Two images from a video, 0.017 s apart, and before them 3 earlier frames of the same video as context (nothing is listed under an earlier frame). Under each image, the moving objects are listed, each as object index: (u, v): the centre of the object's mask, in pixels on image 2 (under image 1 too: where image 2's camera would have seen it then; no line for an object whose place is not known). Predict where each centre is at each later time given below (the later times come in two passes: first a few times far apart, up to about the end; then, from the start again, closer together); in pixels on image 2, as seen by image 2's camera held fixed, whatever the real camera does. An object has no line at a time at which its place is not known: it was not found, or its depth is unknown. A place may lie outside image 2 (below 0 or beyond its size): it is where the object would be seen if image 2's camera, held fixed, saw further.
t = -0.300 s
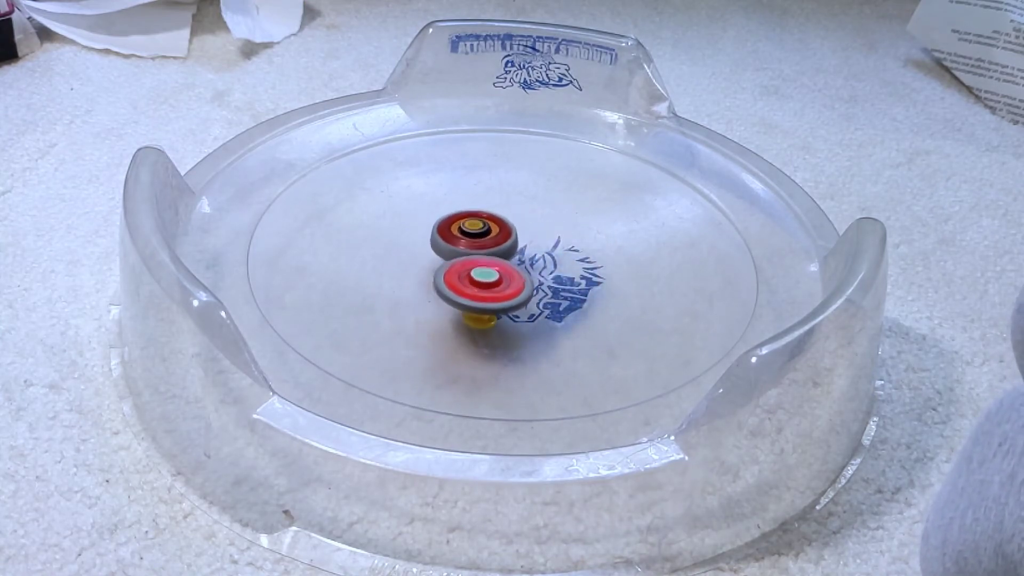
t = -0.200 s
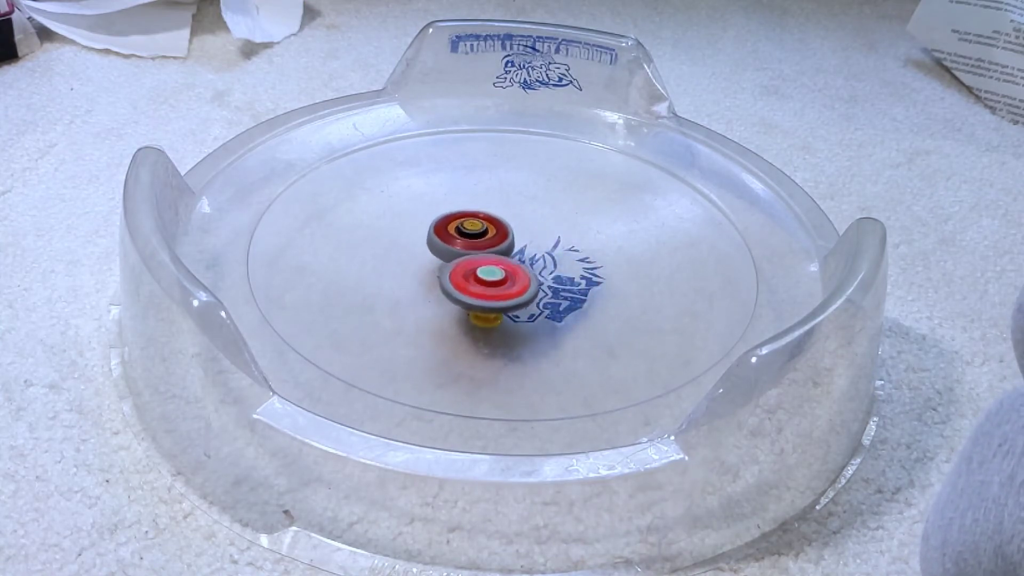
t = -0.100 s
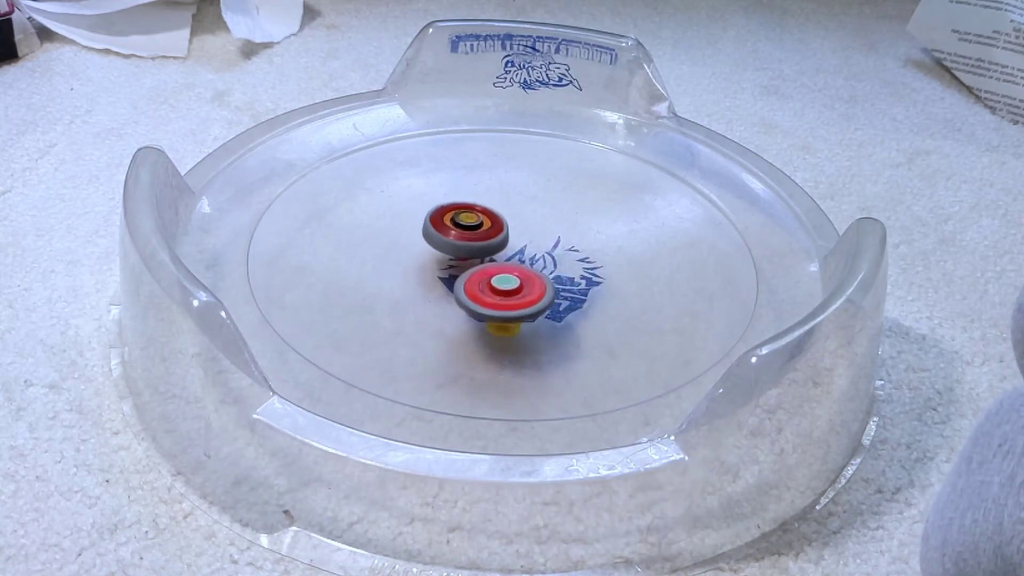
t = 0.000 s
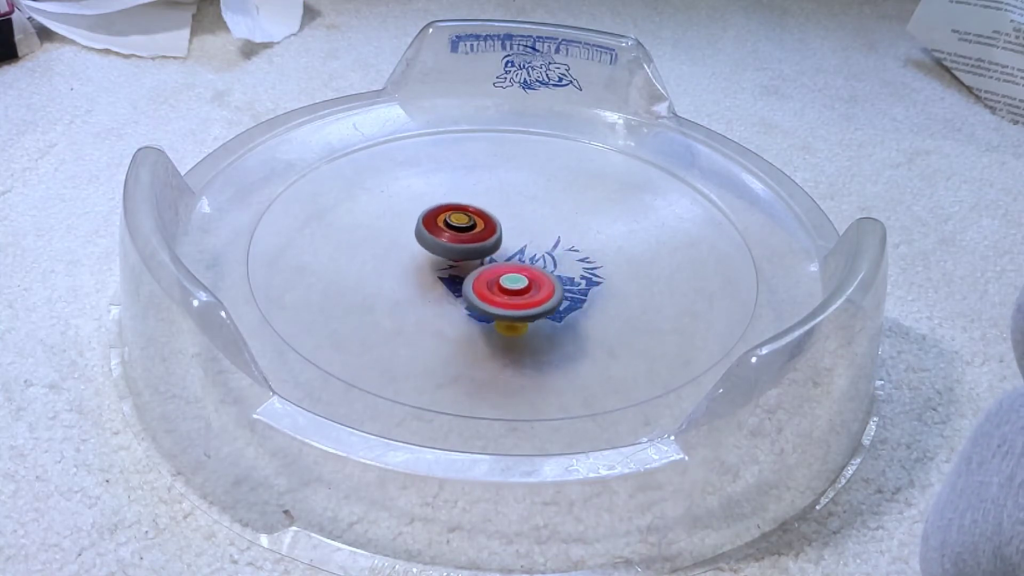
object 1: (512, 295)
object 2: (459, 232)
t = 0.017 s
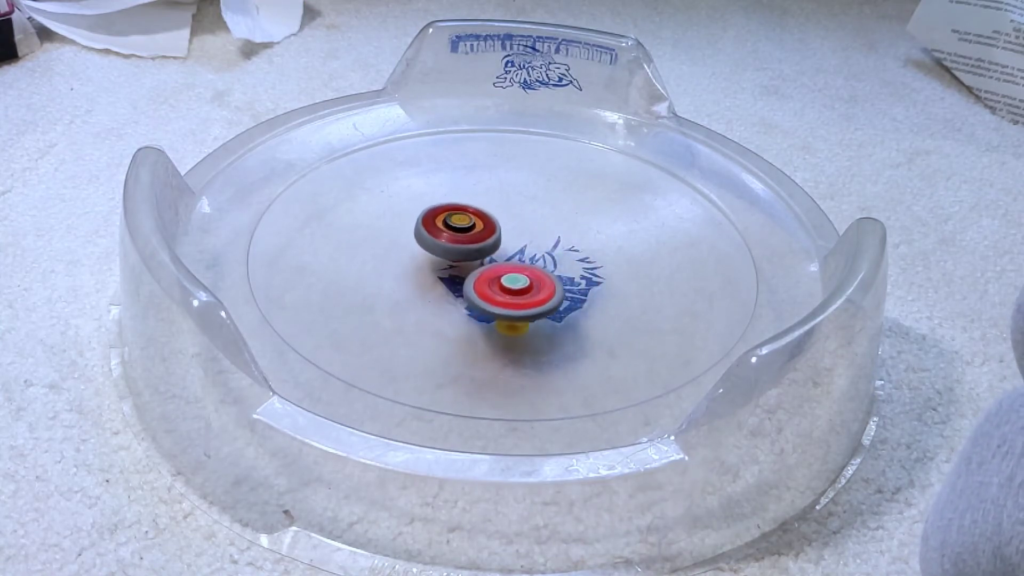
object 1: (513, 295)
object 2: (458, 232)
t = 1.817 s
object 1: (535, 230)
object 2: (481, 279)
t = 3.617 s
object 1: (464, 232)
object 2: (554, 272)
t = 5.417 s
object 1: (427, 273)
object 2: (532, 246)
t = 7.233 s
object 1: (577, 263)
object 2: (449, 242)
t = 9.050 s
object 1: (512, 228)
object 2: (514, 292)
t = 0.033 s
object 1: (514, 295)
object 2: (457, 233)
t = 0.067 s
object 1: (516, 294)
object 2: (455, 234)
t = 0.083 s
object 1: (518, 294)
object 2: (455, 234)
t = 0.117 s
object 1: (520, 293)
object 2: (454, 235)
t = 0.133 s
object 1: (521, 293)
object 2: (453, 235)
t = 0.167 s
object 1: (523, 292)
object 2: (452, 236)
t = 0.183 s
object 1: (524, 291)
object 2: (452, 237)
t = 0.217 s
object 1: (526, 290)
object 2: (451, 238)
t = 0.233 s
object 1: (526, 289)
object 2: (451, 239)
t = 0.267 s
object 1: (528, 287)
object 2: (452, 240)
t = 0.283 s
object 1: (529, 286)
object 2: (452, 241)
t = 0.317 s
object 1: (530, 284)
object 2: (452, 242)
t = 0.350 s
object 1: (530, 282)
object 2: (452, 243)
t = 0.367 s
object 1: (531, 281)
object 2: (453, 244)
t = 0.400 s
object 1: (531, 279)
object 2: (454, 245)
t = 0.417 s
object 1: (532, 278)
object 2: (454, 246)
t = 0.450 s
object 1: (536, 276)
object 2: (455, 246)
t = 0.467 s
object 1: (537, 275)
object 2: (455, 247)
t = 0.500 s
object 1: (543, 273)
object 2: (455, 246)
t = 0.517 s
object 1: (546, 272)
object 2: (455, 246)
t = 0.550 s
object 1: (549, 270)
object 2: (456, 247)
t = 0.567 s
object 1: (550, 269)
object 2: (456, 247)
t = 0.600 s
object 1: (552, 267)
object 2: (457, 248)
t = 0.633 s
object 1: (553, 265)
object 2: (458, 249)
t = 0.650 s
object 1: (554, 264)
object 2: (459, 250)
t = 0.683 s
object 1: (555, 263)
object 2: (460, 251)
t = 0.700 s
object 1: (555, 262)
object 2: (461, 251)
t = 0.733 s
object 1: (555, 260)
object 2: (463, 252)
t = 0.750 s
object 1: (558, 259)
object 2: (462, 252)
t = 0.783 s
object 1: (564, 258)
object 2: (459, 251)
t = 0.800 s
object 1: (566, 256)
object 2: (460, 252)
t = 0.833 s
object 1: (568, 254)
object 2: (460, 252)
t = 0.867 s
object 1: (569, 252)
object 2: (462, 253)
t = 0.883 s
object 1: (569, 252)
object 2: (462, 254)
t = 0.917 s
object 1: (569, 250)
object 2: (464, 255)
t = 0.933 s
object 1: (569, 250)
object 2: (465, 256)
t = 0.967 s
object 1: (570, 248)
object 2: (467, 257)
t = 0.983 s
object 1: (570, 248)
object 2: (467, 257)
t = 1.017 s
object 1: (569, 246)
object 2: (469, 258)
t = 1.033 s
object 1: (569, 246)
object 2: (471, 258)
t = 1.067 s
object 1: (568, 244)
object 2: (473, 259)
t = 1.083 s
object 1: (567, 244)
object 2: (474, 260)
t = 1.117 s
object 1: (565, 243)
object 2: (477, 260)
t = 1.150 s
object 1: (566, 241)
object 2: (476, 261)
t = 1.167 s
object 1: (565, 240)
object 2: (477, 261)
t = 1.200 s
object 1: (564, 239)
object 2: (478, 262)
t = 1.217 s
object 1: (563, 238)
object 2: (479, 262)
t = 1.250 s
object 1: (562, 237)
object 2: (479, 263)
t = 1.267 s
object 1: (561, 236)
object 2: (480, 263)
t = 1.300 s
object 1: (563, 235)
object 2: (479, 264)
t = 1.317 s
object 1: (564, 234)
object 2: (478, 264)
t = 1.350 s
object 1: (563, 232)
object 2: (479, 265)
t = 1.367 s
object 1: (563, 232)
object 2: (479, 266)
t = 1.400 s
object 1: (561, 231)
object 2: (480, 267)
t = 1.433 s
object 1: (559, 230)
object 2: (481, 267)
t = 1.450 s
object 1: (557, 230)
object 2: (482, 268)
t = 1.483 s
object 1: (553, 230)
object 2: (483, 269)
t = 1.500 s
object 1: (550, 231)
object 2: (483, 269)
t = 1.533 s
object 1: (550, 229)
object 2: (479, 272)
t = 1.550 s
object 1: (550, 228)
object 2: (477, 273)
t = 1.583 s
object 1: (549, 227)
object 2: (477, 274)
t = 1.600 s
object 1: (548, 227)
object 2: (477, 274)
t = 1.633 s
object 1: (546, 226)
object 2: (478, 275)
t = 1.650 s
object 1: (546, 226)
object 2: (478, 276)
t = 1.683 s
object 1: (544, 227)
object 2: (478, 276)
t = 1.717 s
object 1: (542, 228)
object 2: (479, 277)
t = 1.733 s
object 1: (541, 228)
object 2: (479, 277)
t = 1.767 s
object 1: (538, 229)
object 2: (479, 278)
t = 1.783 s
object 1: (537, 229)
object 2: (480, 278)
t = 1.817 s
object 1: (535, 230)
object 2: (481, 279)
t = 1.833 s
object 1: (534, 230)
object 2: (481, 279)
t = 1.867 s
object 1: (531, 231)
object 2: (482, 279)
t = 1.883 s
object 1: (530, 232)
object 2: (482, 280)
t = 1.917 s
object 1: (528, 232)
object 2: (483, 280)
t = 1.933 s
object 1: (528, 231)
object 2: (481, 283)
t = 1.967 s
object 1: (527, 230)
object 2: (479, 284)
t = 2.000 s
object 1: (525, 230)
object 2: (479, 285)
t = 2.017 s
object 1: (524, 231)
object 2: (479, 285)
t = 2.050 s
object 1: (522, 231)
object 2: (480, 286)
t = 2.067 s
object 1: (521, 232)
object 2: (480, 286)
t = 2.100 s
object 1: (519, 232)
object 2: (480, 286)
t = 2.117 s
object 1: (518, 233)
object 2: (480, 286)
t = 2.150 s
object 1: (515, 233)
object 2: (481, 286)
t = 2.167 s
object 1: (514, 233)
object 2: (481, 286)
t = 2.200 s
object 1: (512, 234)
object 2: (481, 287)
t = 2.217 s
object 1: (510, 234)
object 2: (482, 287)
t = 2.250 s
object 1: (510, 232)
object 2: (478, 292)
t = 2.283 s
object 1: (508, 231)
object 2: (477, 293)
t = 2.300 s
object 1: (507, 231)
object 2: (478, 294)
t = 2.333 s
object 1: (506, 231)
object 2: (478, 295)
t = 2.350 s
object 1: (504, 231)
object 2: (479, 296)
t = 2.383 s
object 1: (503, 231)
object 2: (481, 297)
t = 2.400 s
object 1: (502, 231)
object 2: (481, 297)
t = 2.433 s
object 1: (501, 231)
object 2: (482, 297)
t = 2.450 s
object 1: (500, 232)
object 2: (483, 297)
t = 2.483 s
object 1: (498, 232)
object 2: (484, 297)
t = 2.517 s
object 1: (496, 232)
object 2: (486, 297)
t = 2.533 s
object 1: (495, 232)
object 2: (486, 296)
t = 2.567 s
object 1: (493, 233)
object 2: (488, 296)
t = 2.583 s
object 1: (492, 233)
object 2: (488, 296)
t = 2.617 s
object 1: (490, 233)
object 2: (489, 295)
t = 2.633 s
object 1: (489, 233)
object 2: (490, 294)
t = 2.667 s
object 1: (487, 234)
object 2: (491, 293)
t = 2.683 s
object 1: (487, 234)
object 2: (491, 293)
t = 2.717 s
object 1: (485, 234)
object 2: (493, 294)
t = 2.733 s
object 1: (484, 233)
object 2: (493, 294)
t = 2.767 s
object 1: (481, 232)
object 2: (494, 294)
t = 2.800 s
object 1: (480, 232)
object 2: (495, 293)
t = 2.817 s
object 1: (479, 232)
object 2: (496, 292)
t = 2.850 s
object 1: (478, 233)
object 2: (498, 292)
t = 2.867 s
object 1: (477, 232)
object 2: (499, 291)
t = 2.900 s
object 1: (477, 232)
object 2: (500, 290)
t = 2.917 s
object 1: (476, 232)
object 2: (501, 289)
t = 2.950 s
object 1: (475, 232)
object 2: (503, 289)
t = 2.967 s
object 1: (474, 231)
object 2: (503, 289)
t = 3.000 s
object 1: (472, 231)
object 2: (505, 288)
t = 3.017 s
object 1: (472, 231)
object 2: (506, 287)
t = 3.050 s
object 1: (471, 232)
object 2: (508, 286)
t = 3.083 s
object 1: (471, 232)
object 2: (510, 286)
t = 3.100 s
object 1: (470, 230)
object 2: (513, 287)
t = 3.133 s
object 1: (467, 229)
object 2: (516, 288)
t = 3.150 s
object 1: (466, 229)
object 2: (518, 287)
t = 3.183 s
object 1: (465, 229)
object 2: (520, 286)
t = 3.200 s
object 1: (464, 229)
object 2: (521, 286)
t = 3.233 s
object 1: (464, 229)
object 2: (523, 285)
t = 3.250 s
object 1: (464, 229)
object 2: (525, 284)
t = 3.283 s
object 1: (464, 230)
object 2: (527, 283)
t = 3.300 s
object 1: (464, 230)
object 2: (528, 282)
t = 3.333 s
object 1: (464, 230)
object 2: (530, 281)
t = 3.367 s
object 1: (465, 231)
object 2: (532, 280)
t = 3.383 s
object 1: (465, 231)
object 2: (533, 279)
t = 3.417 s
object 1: (466, 232)
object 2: (535, 276)
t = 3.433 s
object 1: (466, 233)
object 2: (536, 276)
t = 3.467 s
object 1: (466, 232)
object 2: (540, 275)
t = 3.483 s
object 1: (464, 230)
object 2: (545, 277)
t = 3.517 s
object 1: (463, 231)
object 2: (549, 276)
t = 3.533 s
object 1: (463, 231)
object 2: (550, 275)
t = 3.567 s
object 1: (463, 231)
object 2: (552, 274)
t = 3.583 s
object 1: (464, 232)
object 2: (553, 273)
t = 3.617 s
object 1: (464, 232)
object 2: (554, 272)
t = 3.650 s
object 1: (465, 233)
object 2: (556, 270)
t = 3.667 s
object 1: (465, 233)
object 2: (557, 270)
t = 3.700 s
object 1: (467, 235)
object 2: (558, 268)
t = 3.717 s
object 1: (468, 235)
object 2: (558, 268)
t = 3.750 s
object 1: (470, 236)
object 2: (559, 267)
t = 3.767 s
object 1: (471, 236)
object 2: (559, 266)
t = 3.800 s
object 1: (474, 237)
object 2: (560, 265)
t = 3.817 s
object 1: (475, 237)
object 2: (560, 265)
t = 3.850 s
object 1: (473, 237)
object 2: (564, 264)
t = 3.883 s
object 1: (475, 238)
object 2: (565, 264)
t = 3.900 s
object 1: (474, 238)
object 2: (565, 264)
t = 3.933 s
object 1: (476, 238)
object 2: (566, 263)
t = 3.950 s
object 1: (476, 239)
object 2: (566, 262)
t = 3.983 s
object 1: (477, 239)
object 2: (567, 261)
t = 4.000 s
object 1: (477, 239)
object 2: (567, 261)
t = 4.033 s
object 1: (477, 240)
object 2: (567, 260)
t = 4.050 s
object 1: (478, 240)
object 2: (567, 260)
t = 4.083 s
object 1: (477, 240)
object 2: (568, 260)
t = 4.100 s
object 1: (477, 240)
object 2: (568, 260)
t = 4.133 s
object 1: (477, 241)
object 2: (568, 259)
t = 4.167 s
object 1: (477, 242)
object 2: (568, 259)
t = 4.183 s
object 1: (477, 242)
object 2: (568, 258)
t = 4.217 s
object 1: (475, 243)
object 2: (569, 258)
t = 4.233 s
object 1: (474, 243)
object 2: (569, 258)
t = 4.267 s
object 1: (474, 244)
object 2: (569, 258)
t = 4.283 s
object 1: (474, 245)
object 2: (569, 257)
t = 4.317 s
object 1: (475, 246)
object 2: (569, 257)
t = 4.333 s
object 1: (475, 246)
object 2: (568, 257)
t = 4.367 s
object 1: (475, 247)
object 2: (568, 256)
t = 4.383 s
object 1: (471, 247)
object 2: (572, 257)
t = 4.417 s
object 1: (464, 247)
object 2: (575, 257)
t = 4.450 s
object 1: (461, 249)
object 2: (575, 256)
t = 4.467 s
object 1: (460, 249)
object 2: (575, 256)
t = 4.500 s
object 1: (459, 250)
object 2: (575, 255)
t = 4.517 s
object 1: (458, 250)
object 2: (574, 255)
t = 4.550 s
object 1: (457, 250)
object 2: (574, 254)
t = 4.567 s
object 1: (456, 251)
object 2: (573, 254)
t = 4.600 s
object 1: (455, 251)
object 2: (572, 254)
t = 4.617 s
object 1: (454, 251)
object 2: (571, 254)
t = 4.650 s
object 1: (454, 252)
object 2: (569, 254)
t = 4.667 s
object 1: (453, 252)
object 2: (568, 254)
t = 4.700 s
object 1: (453, 253)
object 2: (565, 254)
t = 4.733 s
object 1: (452, 253)
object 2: (562, 254)
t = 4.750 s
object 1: (452, 253)
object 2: (561, 254)
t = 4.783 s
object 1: (452, 254)
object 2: (558, 254)
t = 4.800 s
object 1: (452, 254)
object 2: (556, 254)
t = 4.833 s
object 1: (452, 255)
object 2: (552, 254)
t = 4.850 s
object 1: (452, 255)
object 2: (551, 254)
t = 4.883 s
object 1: (454, 255)
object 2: (547, 254)
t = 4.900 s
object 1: (454, 255)
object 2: (546, 254)
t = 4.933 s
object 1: (444, 256)
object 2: (552, 253)
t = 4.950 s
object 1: (443, 257)
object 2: (553, 253)
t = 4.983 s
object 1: (441, 258)
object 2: (551, 254)
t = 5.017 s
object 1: (440, 259)
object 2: (548, 253)
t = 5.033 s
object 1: (440, 259)
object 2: (547, 253)
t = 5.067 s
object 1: (439, 260)
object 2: (544, 253)
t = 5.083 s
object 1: (439, 260)
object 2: (542, 253)
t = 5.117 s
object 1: (439, 261)
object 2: (539, 252)
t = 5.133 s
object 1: (439, 261)
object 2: (538, 252)
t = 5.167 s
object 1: (440, 262)
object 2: (534, 252)
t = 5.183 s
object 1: (440, 262)
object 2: (533, 252)
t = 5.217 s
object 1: (441, 263)
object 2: (530, 251)
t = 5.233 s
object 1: (441, 263)
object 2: (528, 251)
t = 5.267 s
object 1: (436, 265)
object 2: (530, 250)
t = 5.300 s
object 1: (427, 268)
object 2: (536, 248)
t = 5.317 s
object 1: (426, 269)
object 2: (536, 248)
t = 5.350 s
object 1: (425, 271)
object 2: (535, 248)
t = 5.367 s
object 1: (425, 271)
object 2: (535, 247)
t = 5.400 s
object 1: (426, 272)
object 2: (533, 247)
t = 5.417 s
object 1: (427, 273)
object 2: (532, 246)
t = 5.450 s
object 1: (427, 274)
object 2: (531, 246)
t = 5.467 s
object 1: (428, 274)
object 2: (529, 245)
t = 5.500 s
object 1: (429, 274)
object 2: (528, 244)
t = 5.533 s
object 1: (431, 275)
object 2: (526, 244)
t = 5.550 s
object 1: (432, 275)
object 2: (524, 243)
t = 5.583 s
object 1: (436, 275)
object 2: (523, 243)
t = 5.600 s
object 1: (437, 275)
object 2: (522, 242)
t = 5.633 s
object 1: (442, 275)
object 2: (519, 242)
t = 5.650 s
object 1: (444, 275)
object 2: (518, 242)
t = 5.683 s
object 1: (447, 274)
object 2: (517, 241)
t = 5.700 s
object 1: (449, 274)
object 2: (516, 240)
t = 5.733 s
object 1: (453, 273)
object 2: (515, 239)
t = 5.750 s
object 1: (446, 276)
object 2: (518, 236)
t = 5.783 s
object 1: (435, 281)
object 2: (529, 228)
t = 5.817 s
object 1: (433, 284)
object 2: (535, 224)
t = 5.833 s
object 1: (434, 284)
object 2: (535, 223)
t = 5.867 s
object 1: (435, 285)
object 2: (533, 221)
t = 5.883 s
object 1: (436, 286)
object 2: (532, 220)
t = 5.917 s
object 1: (438, 286)
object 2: (530, 219)
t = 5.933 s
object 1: (438, 287)
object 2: (530, 218)
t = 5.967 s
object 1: (440, 287)
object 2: (528, 218)
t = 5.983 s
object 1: (441, 288)
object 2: (527, 217)
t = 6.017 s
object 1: (444, 288)
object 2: (526, 217)
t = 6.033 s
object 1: (445, 288)
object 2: (525, 217)
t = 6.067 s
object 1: (447, 288)
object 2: (523, 216)
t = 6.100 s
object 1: (450, 288)
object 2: (522, 216)
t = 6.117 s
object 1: (452, 288)
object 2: (522, 216)
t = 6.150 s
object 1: (455, 288)
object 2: (520, 216)
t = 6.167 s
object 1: (457, 288)
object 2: (520, 216)
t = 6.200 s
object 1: (460, 287)
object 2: (518, 215)
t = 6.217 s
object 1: (462, 287)
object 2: (518, 215)
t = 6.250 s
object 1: (466, 286)
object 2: (517, 215)
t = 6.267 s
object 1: (468, 286)
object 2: (516, 215)
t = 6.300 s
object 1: (472, 285)
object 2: (514, 216)
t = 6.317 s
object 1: (474, 285)
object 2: (513, 216)
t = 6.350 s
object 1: (478, 283)
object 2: (512, 216)
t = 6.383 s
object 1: (482, 282)
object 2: (510, 217)
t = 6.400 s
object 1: (484, 281)
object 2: (509, 217)
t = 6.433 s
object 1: (488, 280)
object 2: (507, 218)
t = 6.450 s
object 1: (490, 280)
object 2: (506, 218)
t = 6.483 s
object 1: (496, 278)
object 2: (503, 218)
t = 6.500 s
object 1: (498, 277)
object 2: (502, 219)
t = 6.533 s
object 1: (503, 275)
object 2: (500, 219)
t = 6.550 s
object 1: (506, 274)
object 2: (499, 219)
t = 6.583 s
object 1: (511, 273)
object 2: (496, 220)
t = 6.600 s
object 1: (514, 272)
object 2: (494, 220)
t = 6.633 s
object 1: (522, 278)
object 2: (492, 217)
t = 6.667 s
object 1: (530, 281)
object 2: (490, 214)
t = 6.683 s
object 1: (534, 281)
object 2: (490, 214)
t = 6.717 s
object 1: (542, 281)
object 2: (487, 215)
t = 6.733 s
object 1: (546, 281)
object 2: (485, 215)
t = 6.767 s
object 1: (553, 281)
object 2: (482, 216)
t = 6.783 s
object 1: (556, 280)
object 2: (481, 216)
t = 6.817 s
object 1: (562, 280)
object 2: (478, 217)
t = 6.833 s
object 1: (565, 279)
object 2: (476, 218)
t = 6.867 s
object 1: (571, 278)
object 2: (473, 219)
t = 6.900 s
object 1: (575, 277)
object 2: (469, 220)
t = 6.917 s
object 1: (577, 277)
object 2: (468, 221)
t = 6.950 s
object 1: (580, 275)
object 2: (464, 223)
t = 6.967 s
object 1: (582, 274)
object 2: (463, 224)
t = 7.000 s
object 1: (583, 273)
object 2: (460, 226)
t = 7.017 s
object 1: (584, 273)
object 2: (459, 227)
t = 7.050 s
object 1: (585, 271)
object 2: (456, 229)
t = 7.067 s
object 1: (585, 271)
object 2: (456, 230)
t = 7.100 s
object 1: (584, 269)
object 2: (454, 232)
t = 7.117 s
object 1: (584, 269)
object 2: (453, 233)
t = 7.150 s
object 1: (583, 267)
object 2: (452, 236)
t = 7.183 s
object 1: (581, 265)
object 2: (450, 238)
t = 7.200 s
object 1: (580, 265)
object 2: (450, 239)
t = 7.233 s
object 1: (577, 263)
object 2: (449, 242)
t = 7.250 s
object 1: (575, 262)
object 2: (448, 243)
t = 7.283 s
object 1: (571, 261)
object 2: (448, 245)
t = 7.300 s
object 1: (568, 260)
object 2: (448, 247)
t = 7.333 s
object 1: (563, 259)
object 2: (448, 249)
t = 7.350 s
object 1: (561, 258)
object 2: (448, 250)
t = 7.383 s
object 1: (555, 257)
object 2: (447, 252)
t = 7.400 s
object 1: (552, 257)
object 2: (447, 253)
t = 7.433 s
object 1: (546, 256)
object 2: (447, 256)
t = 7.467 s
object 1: (541, 255)
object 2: (446, 258)
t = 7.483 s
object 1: (542, 253)
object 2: (442, 258)
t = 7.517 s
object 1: (540, 251)
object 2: (439, 260)
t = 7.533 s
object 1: (538, 250)
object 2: (439, 261)
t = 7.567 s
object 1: (534, 249)
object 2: (438, 263)
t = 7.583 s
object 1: (532, 248)
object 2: (438, 264)
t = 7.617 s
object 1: (528, 248)
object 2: (437, 266)
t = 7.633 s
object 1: (525, 247)
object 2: (437, 267)
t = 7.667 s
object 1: (521, 247)
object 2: (437, 269)
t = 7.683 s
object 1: (519, 246)
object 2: (437, 270)
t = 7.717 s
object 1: (515, 245)
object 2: (436, 272)
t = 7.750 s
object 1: (514, 244)
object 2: (434, 274)
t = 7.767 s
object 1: (513, 243)
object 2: (434, 275)
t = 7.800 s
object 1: (510, 242)
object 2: (434, 277)
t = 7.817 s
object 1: (509, 241)
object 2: (434, 278)
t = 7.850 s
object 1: (506, 240)
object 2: (434, 279)
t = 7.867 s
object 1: (504, 240)
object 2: (434, 280)
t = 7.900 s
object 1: (501, 240)
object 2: (435, 281)
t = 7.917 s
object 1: (500, 240)
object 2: (436, 281)
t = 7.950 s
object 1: (497, 239)
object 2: (437, 282)
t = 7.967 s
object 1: (496, 239)
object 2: (437, 283)
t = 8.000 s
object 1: (494, 239)
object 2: (438, 283)
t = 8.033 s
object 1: (492, 239)
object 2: (440, 284)
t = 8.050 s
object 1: (491, 239)
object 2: (440, 284)
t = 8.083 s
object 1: (489, 239)
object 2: (441, 285)
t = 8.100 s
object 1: (488, 239)
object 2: (441, 286)
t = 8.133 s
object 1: (488, 237)
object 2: (441, 287)
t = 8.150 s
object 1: (487, 237)
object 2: (441, 287)
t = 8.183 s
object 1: (486, 236)
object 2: (442, 288)
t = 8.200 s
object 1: (486, 236)
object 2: (443, 288)
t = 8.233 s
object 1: (485, 235)
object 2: (444, 288)
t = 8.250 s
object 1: (484, 235)
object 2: (445, 289)
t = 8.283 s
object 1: (484, 235)
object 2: (446, 289)
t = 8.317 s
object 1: (483, 235)
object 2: (448, 289)
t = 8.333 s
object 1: (483, 236)
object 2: (449, 289)
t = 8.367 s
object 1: (483, 236)
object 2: (450, 290)
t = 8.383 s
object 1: (483, 236)
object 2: (451, 290)
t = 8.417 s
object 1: (483, 237)
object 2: (454, 290)
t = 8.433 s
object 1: (484, 237)
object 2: (455, 290)
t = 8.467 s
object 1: (486, 237)
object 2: (457, 291)
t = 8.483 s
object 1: (486, 238)
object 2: (458, 291)
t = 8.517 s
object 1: (488, 237)
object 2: (460, 292)
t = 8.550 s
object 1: (490, 237)
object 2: (463, 292)
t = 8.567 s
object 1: (491, 237)
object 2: (465, 292)
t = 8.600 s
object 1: (493, 236)
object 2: (468, 292)
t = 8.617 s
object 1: (494, 236)
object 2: (470, 292)
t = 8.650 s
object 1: (495, 236)
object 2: (474, 292)
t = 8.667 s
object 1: (496, 236)
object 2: (475, 292)
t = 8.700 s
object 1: (499, 233)
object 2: (477, 295)
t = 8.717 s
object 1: (500, 232)
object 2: (479, 296)
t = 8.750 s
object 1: (501, 230)
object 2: (482, 296)
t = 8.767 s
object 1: (501, 229)
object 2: (484, 296)
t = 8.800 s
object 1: (502, 228)
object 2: (487, 296)
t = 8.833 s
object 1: (503, 227)
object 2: (490, 295)
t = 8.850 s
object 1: (504, 227)
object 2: (492, 295)
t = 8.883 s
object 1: (505, 226)
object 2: (496, 295)
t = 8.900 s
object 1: (506, 226)
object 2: (498, 295)
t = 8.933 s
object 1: (507, 226)
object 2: (501, 294)
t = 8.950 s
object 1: (508, 226)
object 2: (503, 294)
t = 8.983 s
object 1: (509, 227)
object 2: (507, 294)
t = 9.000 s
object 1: (510, 227)
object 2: (509, 293)
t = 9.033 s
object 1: (511, 227)
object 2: (512, 293)
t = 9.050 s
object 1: (512, 228)
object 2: (514, 292)
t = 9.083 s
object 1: (513, 228)
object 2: (517, 291)
